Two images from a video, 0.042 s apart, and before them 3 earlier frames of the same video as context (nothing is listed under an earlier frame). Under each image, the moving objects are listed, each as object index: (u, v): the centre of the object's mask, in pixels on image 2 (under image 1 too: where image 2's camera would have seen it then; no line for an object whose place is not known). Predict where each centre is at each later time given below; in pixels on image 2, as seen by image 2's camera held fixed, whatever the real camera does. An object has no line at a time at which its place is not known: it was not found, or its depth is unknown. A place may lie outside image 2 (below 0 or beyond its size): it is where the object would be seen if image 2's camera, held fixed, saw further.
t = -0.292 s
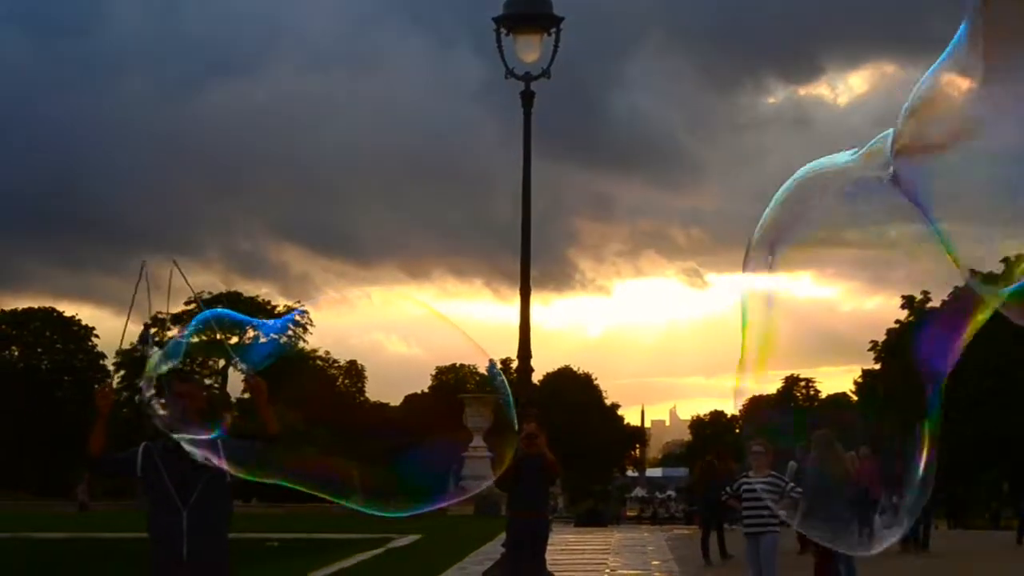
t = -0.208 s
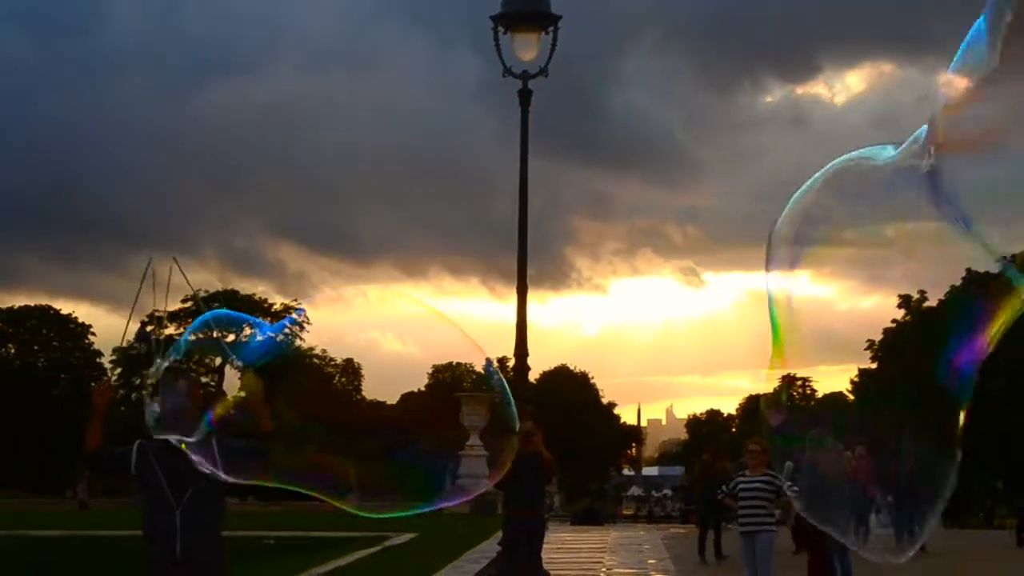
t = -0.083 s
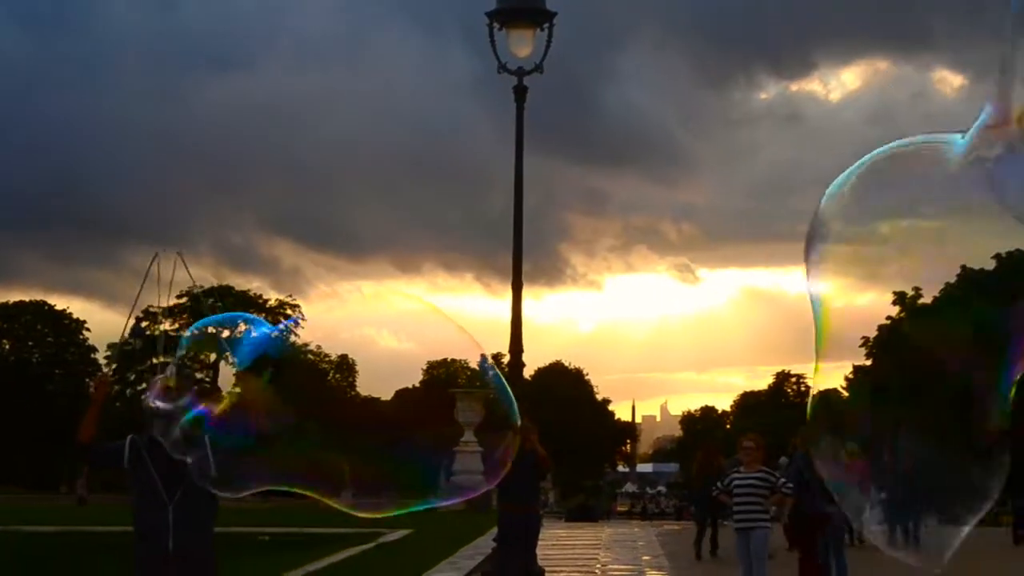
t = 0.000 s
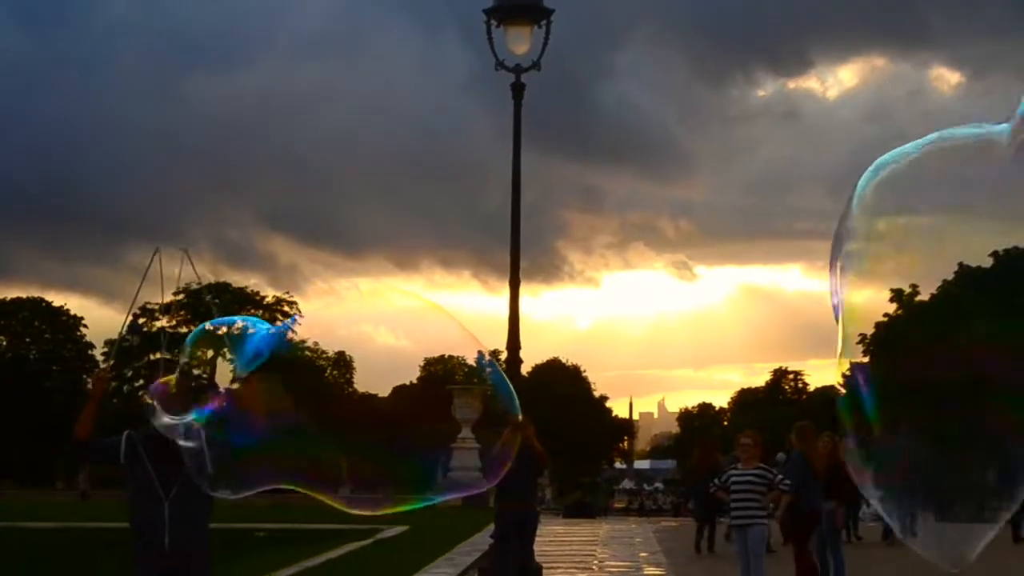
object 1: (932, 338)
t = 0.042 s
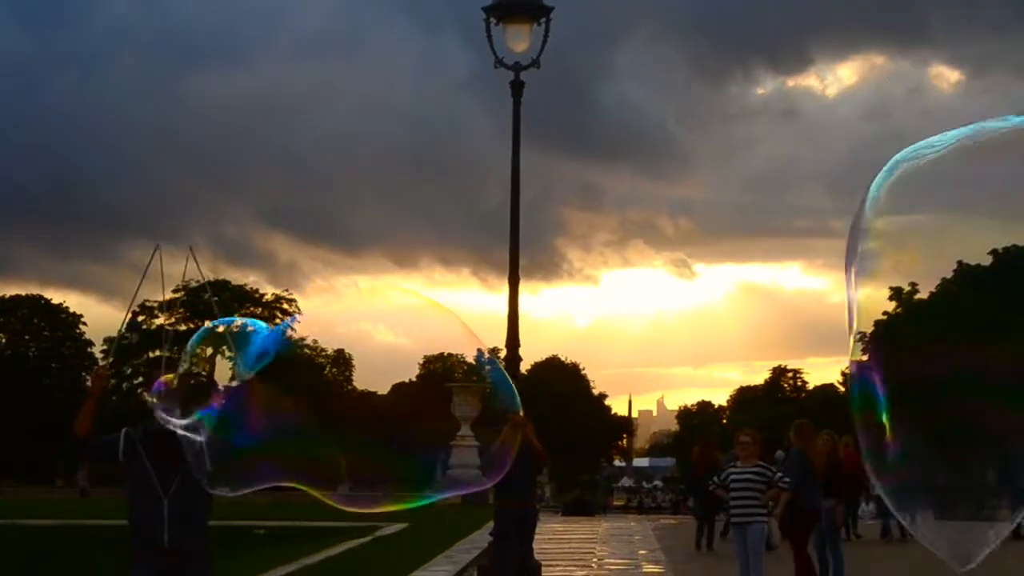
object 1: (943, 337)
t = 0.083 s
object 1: (951, 339)
